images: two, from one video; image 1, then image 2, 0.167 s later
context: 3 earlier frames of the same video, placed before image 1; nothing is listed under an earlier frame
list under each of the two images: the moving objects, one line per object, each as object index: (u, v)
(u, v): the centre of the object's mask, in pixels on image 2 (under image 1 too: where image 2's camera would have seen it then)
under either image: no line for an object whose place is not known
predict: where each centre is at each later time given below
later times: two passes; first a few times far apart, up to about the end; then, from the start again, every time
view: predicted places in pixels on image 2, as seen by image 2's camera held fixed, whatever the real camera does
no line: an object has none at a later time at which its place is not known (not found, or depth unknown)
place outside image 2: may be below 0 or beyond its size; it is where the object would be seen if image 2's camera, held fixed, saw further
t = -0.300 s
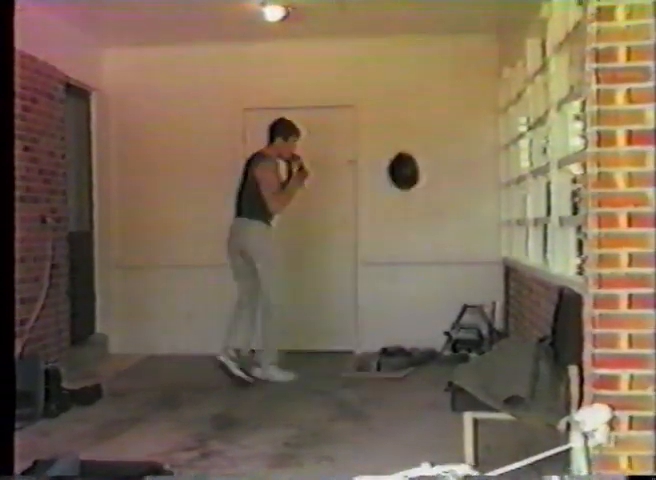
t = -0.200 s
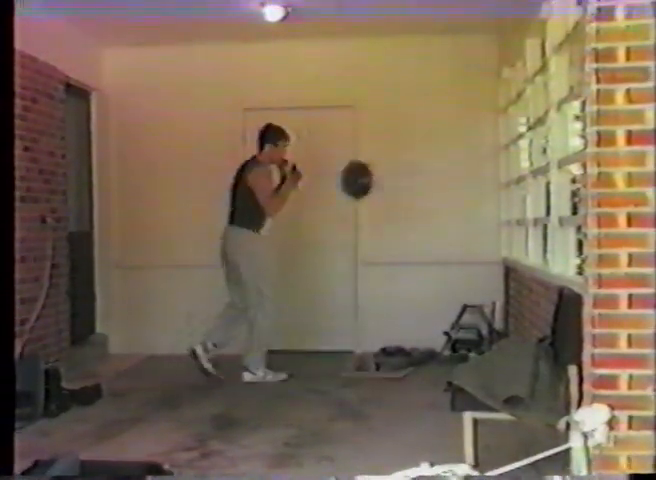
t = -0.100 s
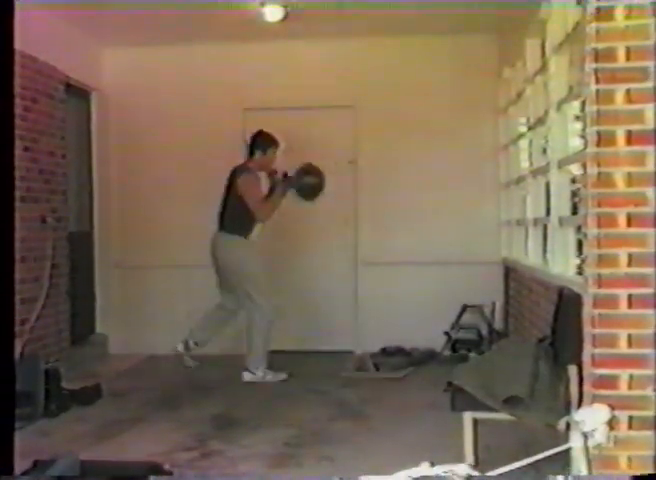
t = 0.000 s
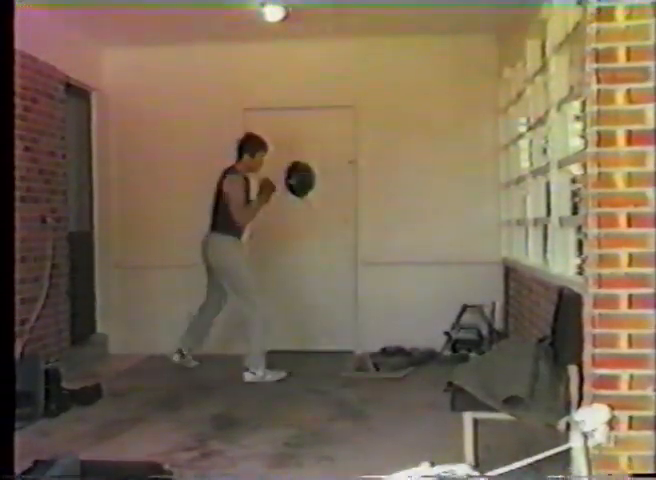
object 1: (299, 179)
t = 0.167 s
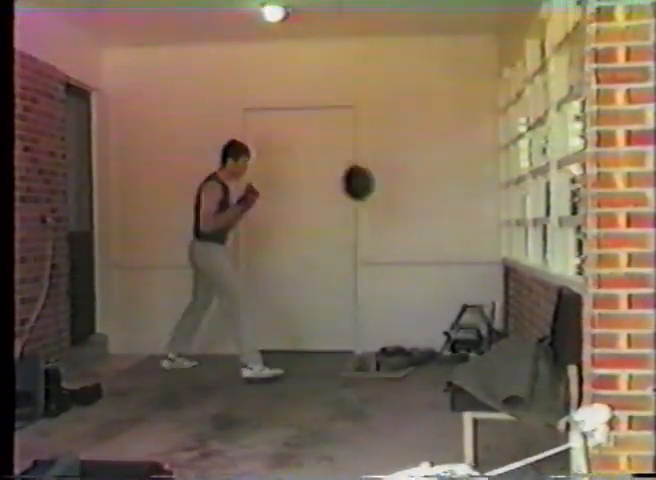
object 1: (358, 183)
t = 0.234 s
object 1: (385, 177)
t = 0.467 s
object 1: (369, 180)
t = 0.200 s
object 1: (373, 180)
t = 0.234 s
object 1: (385, 177)
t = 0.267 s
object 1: (394, 173)
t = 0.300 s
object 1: (401, 171)
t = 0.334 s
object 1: (403, 172)
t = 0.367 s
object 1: (400, 173)
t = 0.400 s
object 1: (393, 175)
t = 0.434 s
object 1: (382, 177)
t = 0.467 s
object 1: (369, 180)
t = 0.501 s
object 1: (354, 182)
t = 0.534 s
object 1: (340, 183)
